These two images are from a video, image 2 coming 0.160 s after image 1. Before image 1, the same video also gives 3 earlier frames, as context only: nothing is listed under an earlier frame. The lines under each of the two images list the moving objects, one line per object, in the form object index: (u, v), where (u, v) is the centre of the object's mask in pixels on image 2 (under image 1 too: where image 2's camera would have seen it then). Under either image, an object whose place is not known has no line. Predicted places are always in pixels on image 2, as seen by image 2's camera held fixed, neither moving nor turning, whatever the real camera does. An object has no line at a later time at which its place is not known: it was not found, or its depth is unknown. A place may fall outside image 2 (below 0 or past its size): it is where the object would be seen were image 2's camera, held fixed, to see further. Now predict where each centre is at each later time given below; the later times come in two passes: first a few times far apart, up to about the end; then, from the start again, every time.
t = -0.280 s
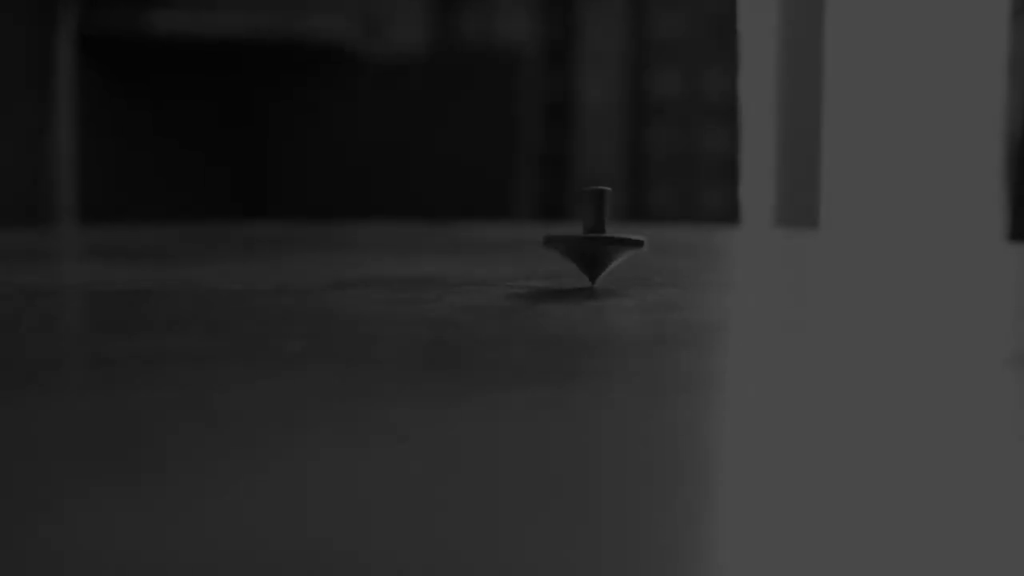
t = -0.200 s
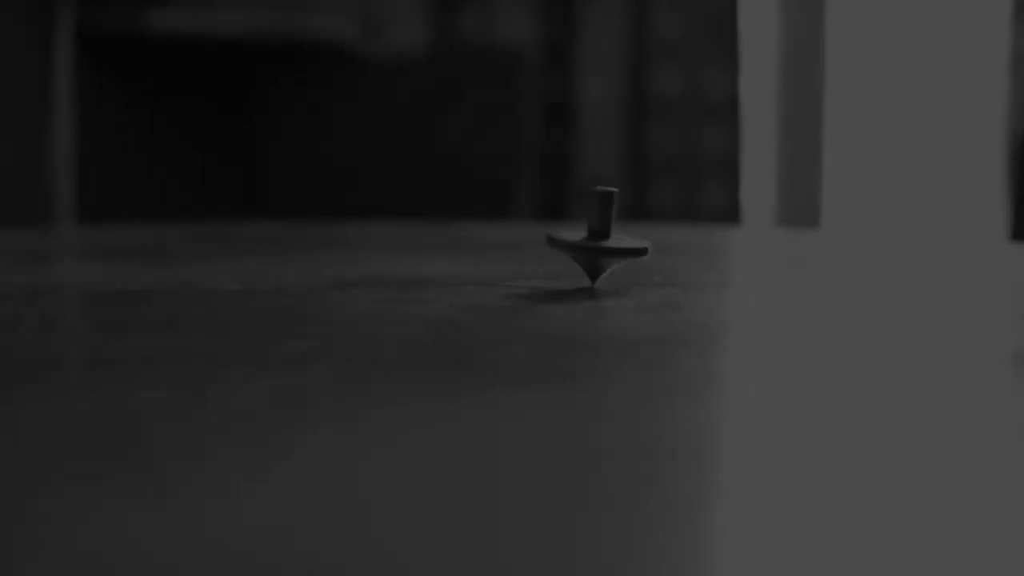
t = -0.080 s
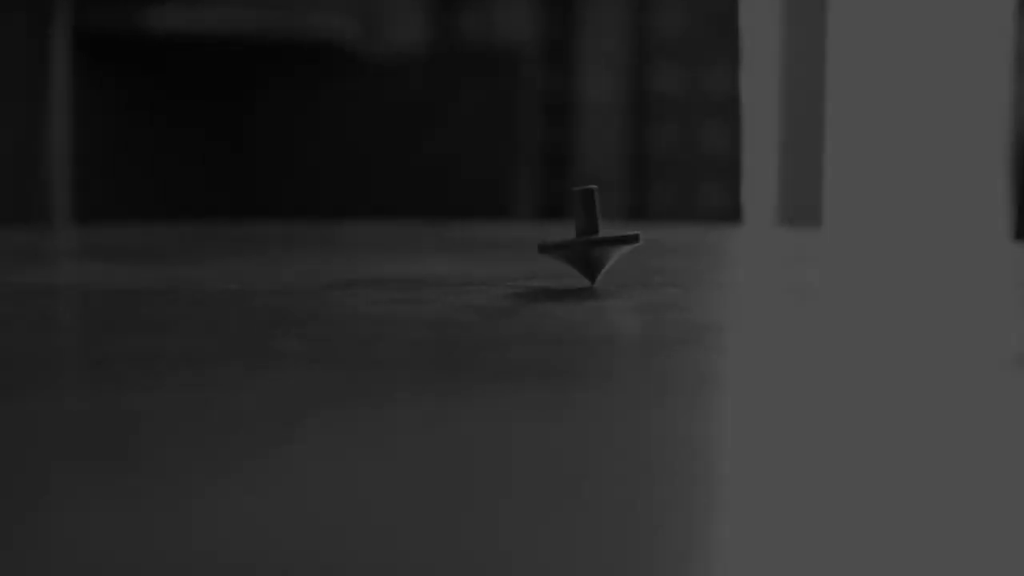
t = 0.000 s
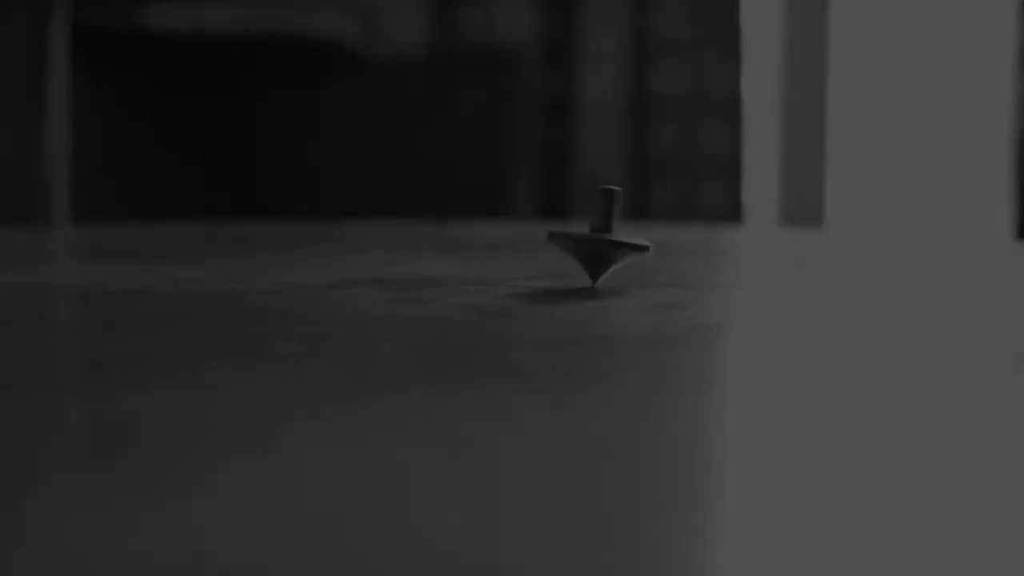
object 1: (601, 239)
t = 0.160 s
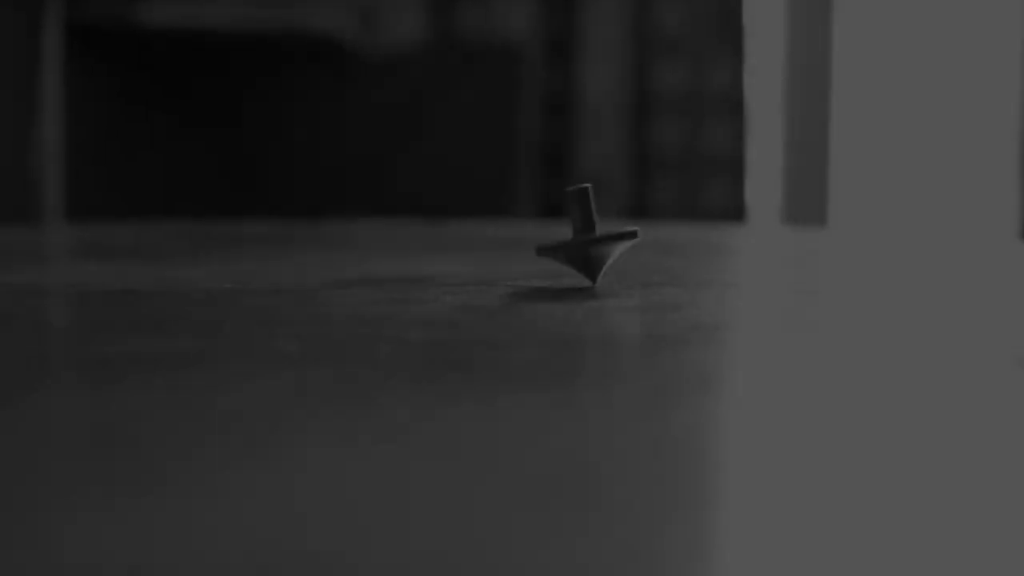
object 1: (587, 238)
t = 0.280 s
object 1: (608, 237)
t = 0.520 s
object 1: (606, 238)
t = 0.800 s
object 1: (614, 239)
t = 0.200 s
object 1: (595, 240)
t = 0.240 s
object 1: (605, 237)
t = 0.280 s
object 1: (608, 237)
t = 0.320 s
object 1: (600, 236)
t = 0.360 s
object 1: (587, 239)
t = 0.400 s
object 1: (587, 238)
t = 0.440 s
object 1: (595, 239)
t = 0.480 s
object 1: (602, 237)
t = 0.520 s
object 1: (606, 238)
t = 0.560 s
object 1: (604, 236)
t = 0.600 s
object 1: (596, 237)
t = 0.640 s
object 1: (586, 237)
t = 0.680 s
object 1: (584, 238)
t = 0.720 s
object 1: (593, 236)
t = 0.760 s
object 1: (607, 236)
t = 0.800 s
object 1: (614, 239)
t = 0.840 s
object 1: (607, 238)
